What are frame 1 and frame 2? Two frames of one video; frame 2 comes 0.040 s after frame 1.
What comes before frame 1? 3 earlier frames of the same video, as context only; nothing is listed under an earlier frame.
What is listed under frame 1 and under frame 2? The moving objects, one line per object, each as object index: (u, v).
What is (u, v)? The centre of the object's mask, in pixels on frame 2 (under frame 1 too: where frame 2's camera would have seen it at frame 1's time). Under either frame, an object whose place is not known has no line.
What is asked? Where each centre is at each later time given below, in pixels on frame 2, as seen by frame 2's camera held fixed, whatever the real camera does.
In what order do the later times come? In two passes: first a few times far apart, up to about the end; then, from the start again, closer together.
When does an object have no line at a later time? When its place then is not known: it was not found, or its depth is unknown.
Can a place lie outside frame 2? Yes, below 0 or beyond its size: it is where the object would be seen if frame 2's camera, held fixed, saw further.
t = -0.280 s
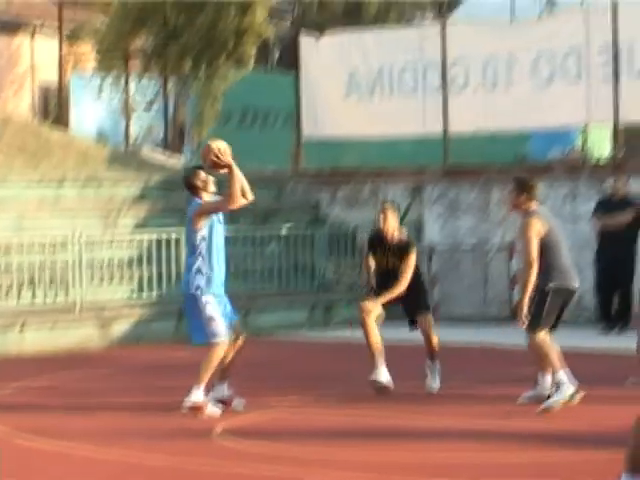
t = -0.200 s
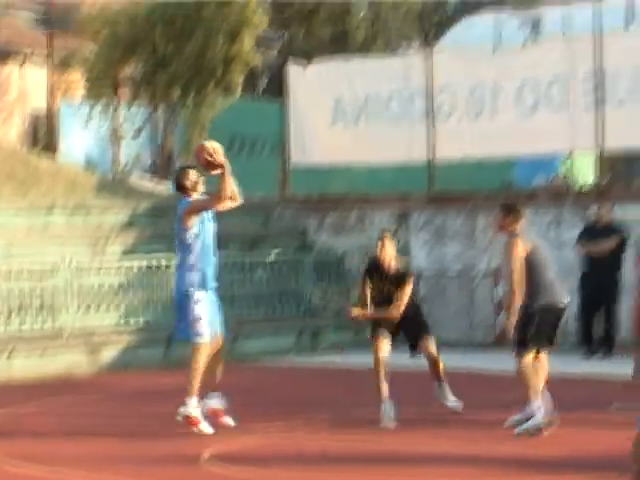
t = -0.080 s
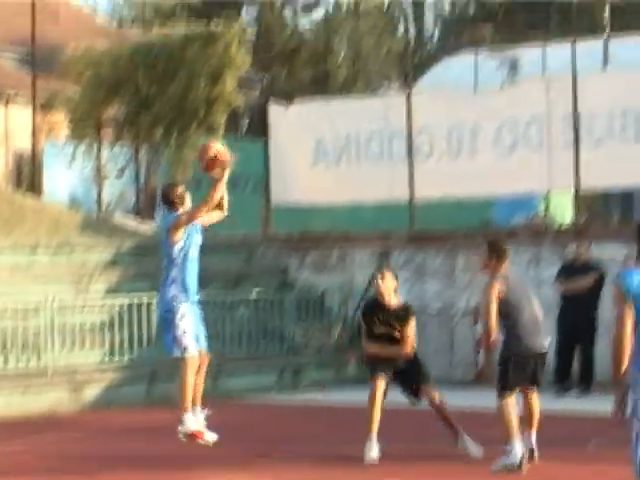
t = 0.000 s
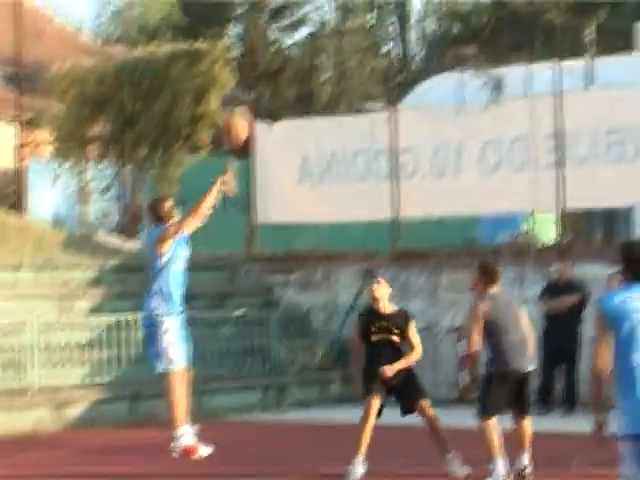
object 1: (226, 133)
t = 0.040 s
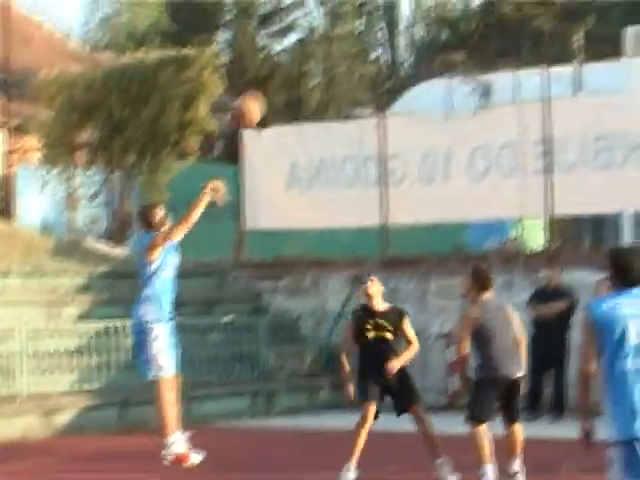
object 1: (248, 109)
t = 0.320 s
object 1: (404, 7)
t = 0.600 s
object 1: (548, 4)
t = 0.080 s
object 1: (272, 88)
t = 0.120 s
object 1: (296, 70)
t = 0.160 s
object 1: (317, 52)
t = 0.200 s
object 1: (339, 39)
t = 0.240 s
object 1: (360, 26)
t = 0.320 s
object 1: (404, 7)
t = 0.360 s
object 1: (424, 2)
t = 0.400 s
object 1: (446, -2)
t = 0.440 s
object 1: (468, -6)
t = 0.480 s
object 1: (487, -5)
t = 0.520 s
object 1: (507, -4)
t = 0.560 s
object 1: (529, -1)
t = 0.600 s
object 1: (548, 4)
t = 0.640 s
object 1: (567, 11)
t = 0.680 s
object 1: (588, 19)
